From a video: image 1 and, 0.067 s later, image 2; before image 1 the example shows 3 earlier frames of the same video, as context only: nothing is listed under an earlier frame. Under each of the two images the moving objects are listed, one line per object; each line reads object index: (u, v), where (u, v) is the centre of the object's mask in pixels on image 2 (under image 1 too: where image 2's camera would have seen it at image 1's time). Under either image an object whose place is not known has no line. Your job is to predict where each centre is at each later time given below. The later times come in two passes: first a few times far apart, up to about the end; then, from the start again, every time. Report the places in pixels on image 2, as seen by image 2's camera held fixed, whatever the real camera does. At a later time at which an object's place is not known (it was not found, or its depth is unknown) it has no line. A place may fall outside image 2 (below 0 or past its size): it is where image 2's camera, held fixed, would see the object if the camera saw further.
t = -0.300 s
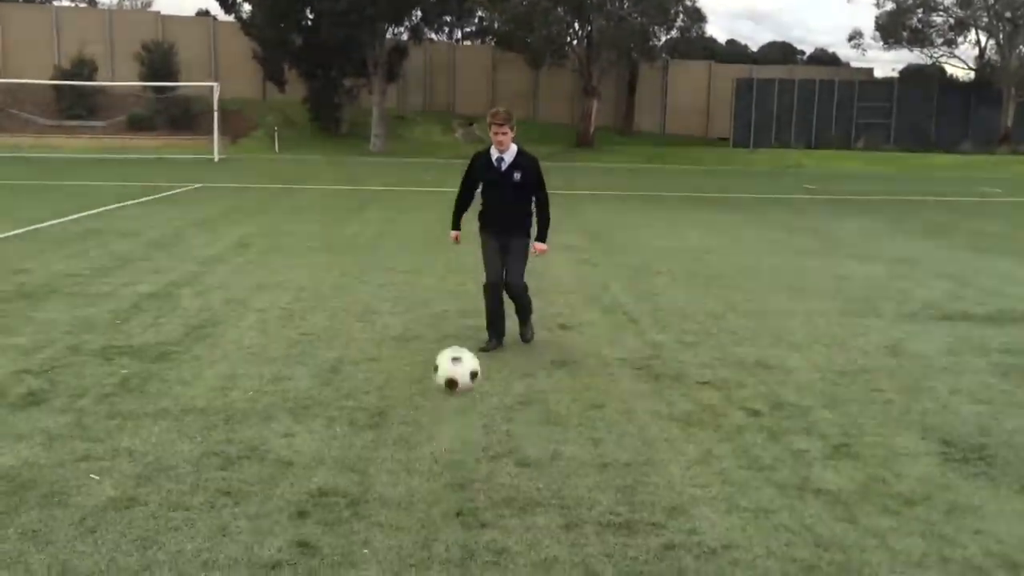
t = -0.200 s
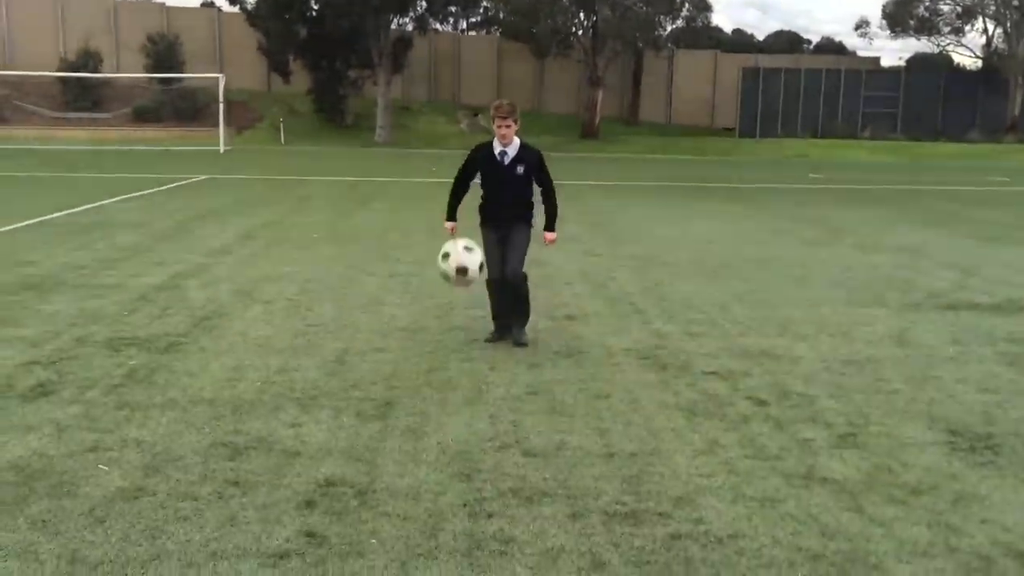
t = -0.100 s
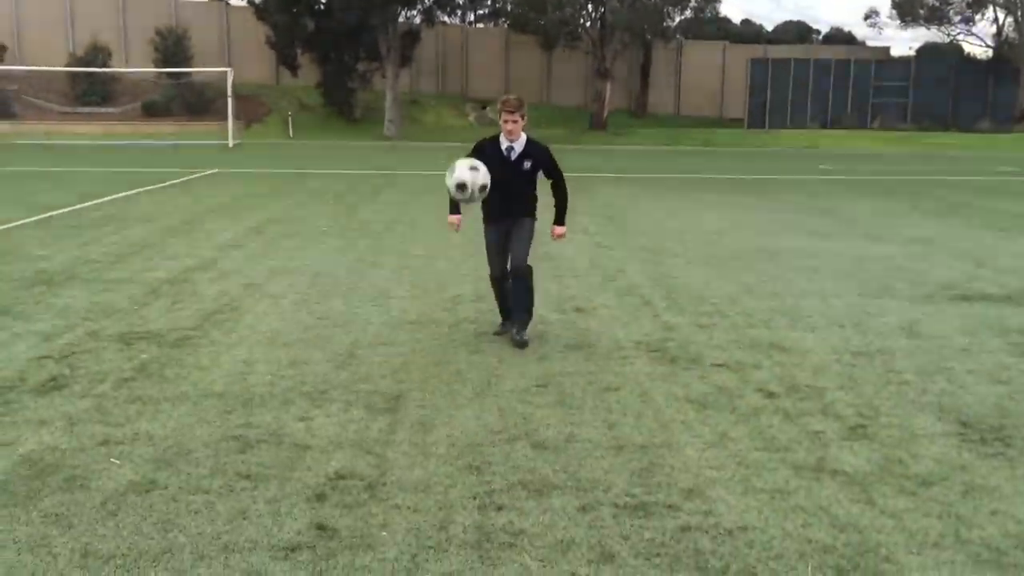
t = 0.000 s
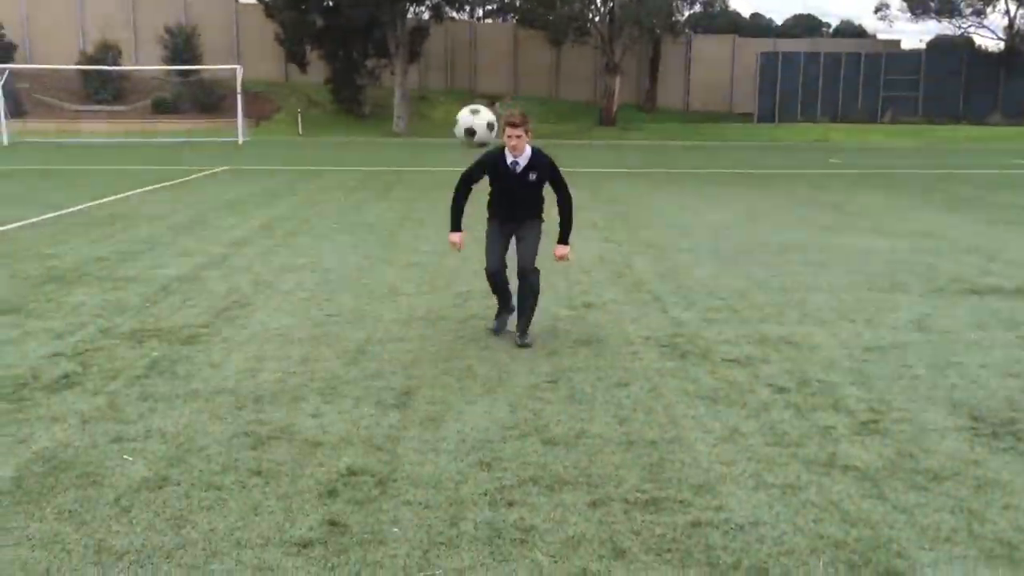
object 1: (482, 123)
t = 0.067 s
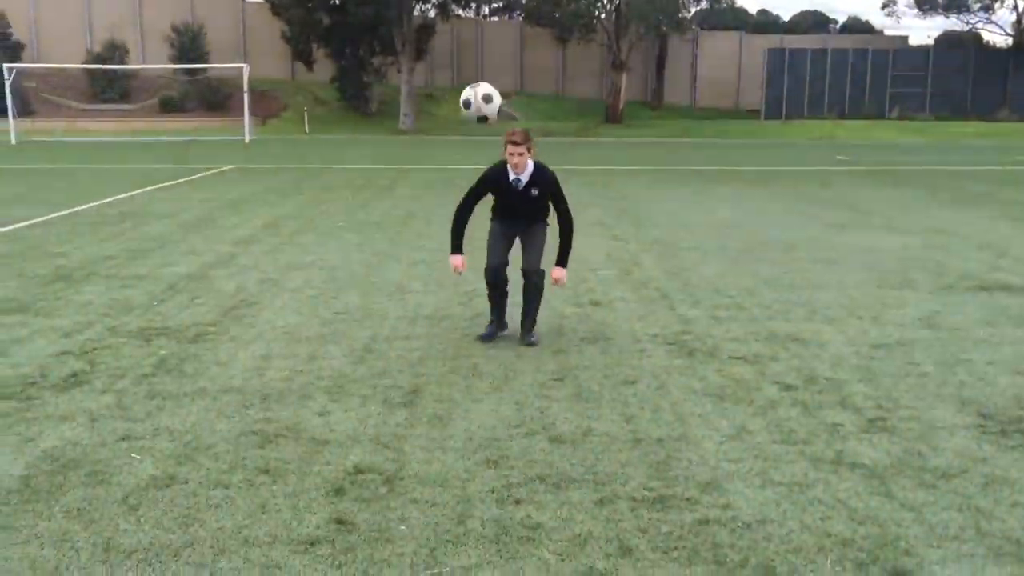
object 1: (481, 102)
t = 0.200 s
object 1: (480, 90)
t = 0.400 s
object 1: (478, 131)
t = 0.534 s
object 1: (478, 193)
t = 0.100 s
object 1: (480, 97)
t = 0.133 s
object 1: (480, 92)
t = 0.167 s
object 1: (480, 90)
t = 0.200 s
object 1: (480, 90)
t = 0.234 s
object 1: (479, 93)
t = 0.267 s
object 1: (479, 96)
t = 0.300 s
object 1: (479, 102)
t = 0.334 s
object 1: (478, 110)
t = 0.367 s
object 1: (478, 119)
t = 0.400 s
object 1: (478, 131)
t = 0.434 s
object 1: (478, 145)
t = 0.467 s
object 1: (478, 158)
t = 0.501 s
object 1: (478, 174)
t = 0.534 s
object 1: (478, 193)
